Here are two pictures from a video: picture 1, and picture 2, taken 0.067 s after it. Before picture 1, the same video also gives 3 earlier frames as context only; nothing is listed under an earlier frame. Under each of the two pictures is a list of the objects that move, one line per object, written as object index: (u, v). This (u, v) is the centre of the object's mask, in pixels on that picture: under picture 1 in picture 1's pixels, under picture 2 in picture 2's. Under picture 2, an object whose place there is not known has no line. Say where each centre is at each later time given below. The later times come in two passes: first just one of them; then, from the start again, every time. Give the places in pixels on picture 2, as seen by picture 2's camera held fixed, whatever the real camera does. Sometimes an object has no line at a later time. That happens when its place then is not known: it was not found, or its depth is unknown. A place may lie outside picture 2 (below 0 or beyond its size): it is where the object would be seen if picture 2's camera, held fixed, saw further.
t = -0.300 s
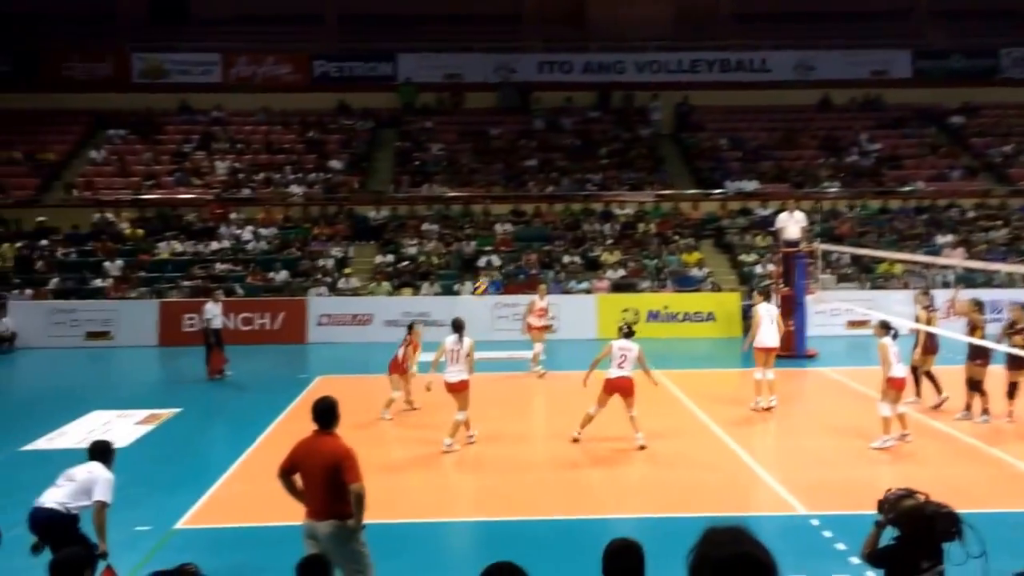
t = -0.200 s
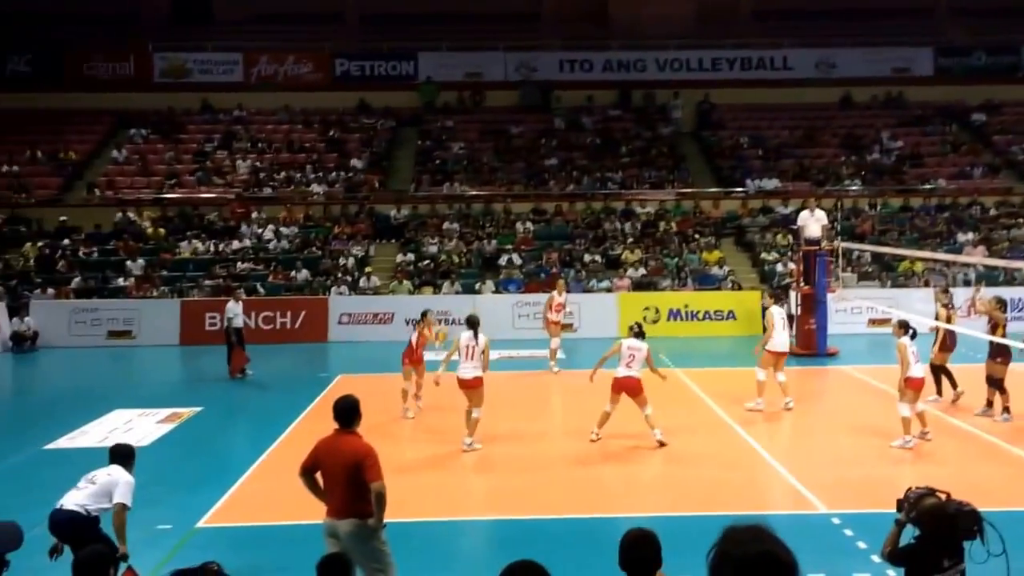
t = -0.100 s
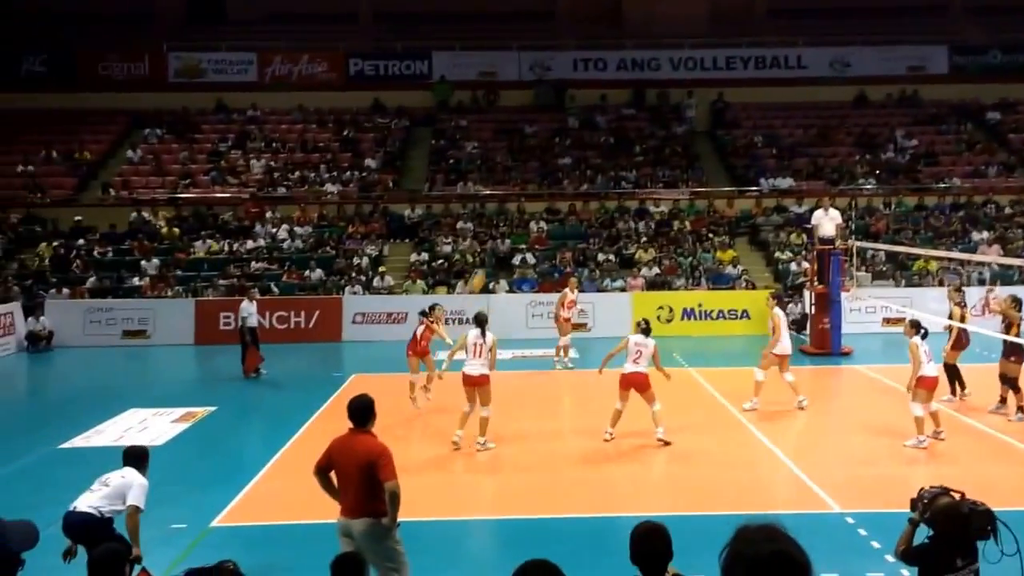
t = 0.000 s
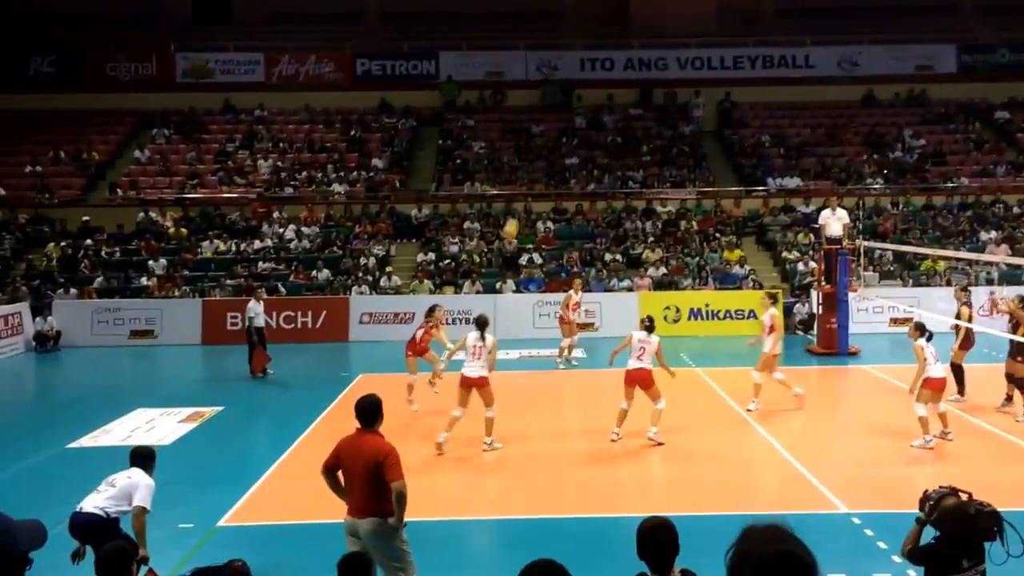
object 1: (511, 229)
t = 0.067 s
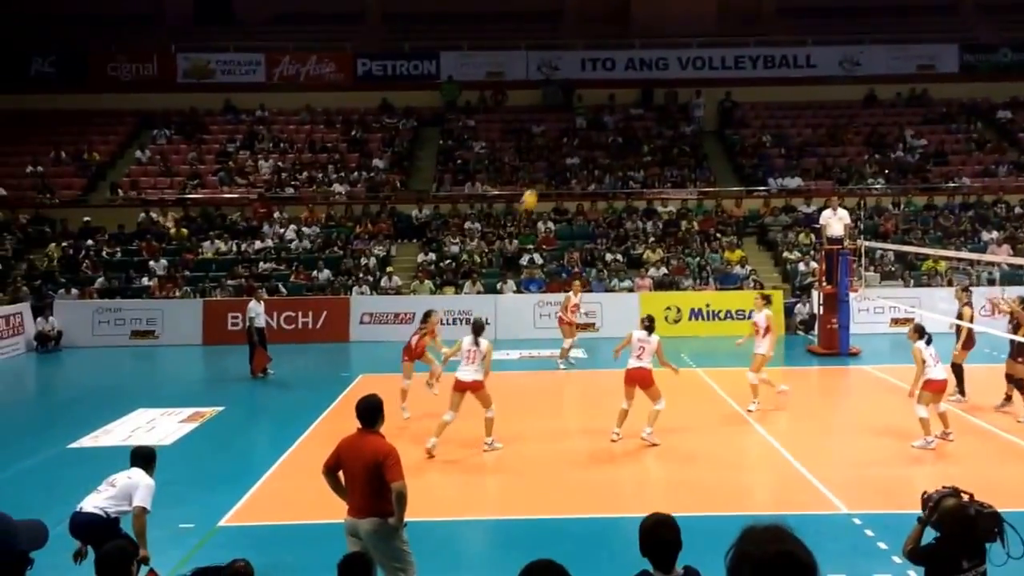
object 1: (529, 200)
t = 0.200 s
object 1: (561, 150)
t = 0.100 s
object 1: (538, 186)
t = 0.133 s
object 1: (546, 173)
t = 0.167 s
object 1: (554, 161)
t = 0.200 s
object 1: (561, 150)
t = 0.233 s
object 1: (568, 139)
